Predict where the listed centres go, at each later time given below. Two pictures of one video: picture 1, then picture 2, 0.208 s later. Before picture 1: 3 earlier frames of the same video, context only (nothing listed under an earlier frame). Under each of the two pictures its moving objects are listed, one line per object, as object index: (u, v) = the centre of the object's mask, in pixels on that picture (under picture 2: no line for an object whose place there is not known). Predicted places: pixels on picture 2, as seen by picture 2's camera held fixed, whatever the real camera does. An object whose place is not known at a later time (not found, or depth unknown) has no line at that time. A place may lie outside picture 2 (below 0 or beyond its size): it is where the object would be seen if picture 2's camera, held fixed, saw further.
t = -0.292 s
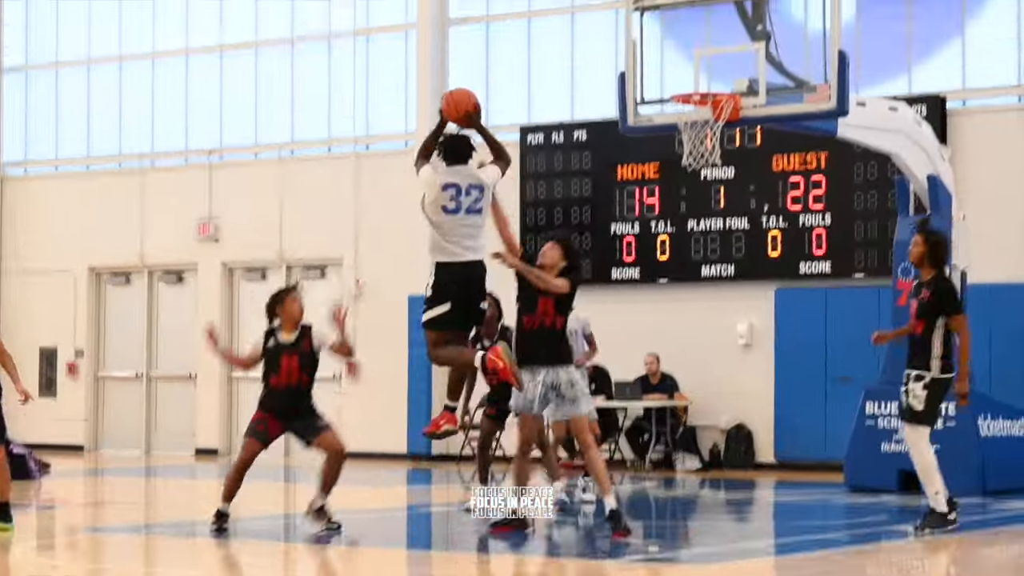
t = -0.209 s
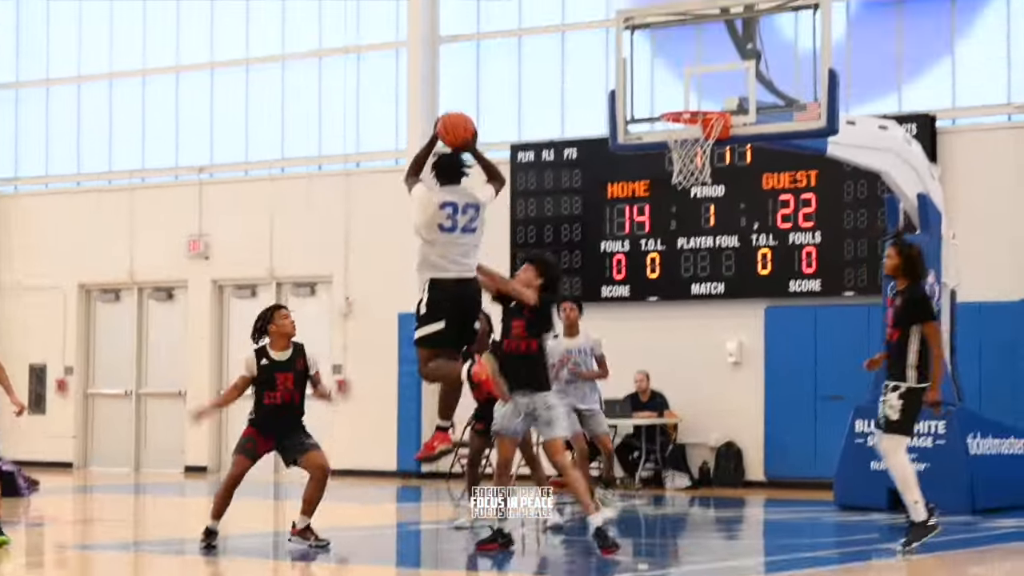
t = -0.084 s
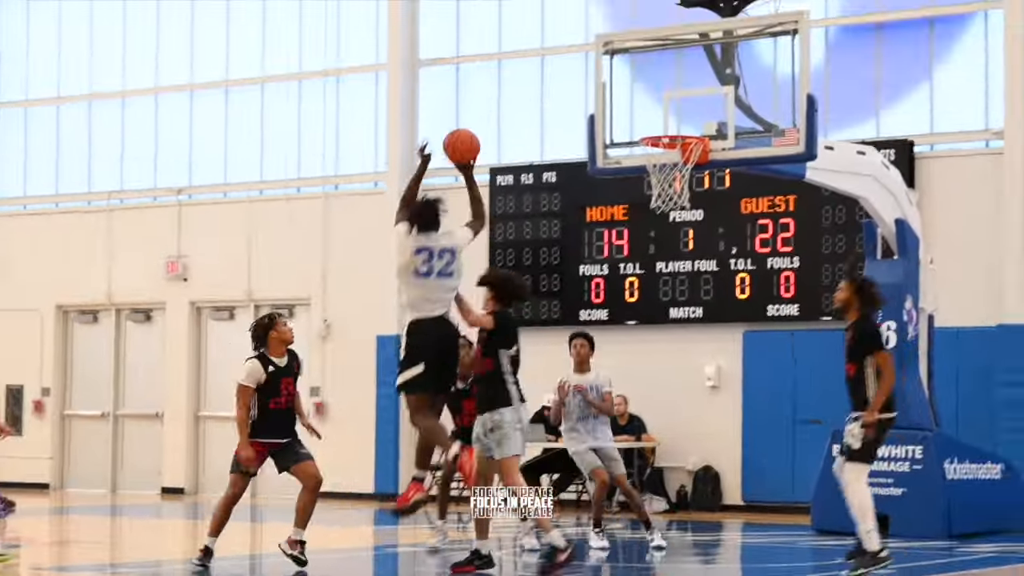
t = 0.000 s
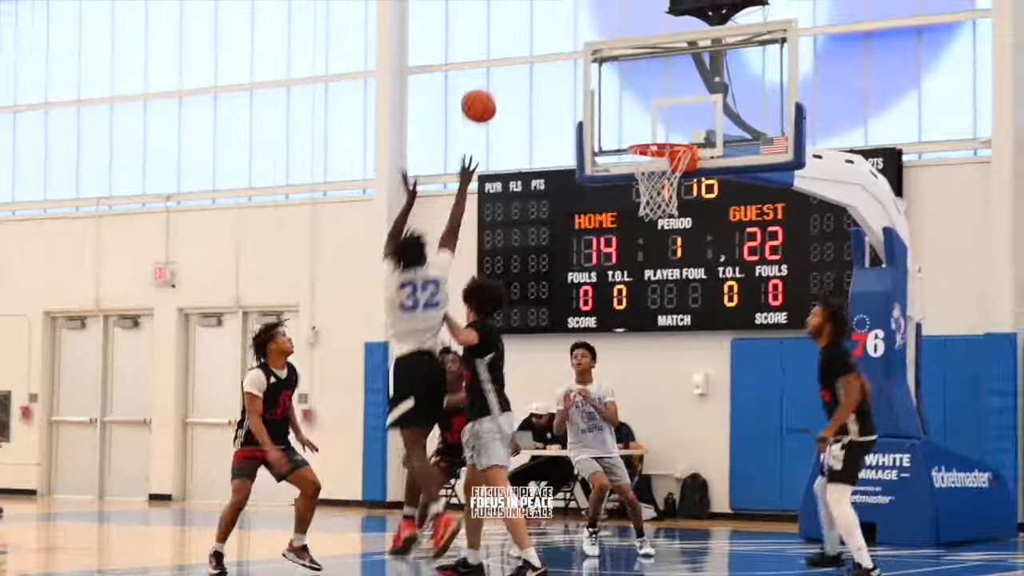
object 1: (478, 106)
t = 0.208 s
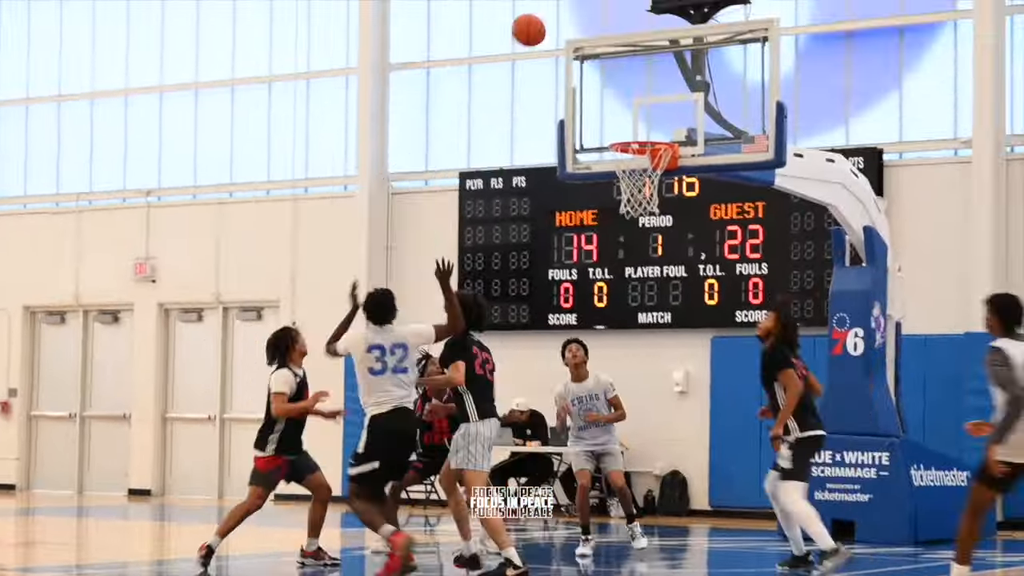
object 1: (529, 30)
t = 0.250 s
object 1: (546, 23)
